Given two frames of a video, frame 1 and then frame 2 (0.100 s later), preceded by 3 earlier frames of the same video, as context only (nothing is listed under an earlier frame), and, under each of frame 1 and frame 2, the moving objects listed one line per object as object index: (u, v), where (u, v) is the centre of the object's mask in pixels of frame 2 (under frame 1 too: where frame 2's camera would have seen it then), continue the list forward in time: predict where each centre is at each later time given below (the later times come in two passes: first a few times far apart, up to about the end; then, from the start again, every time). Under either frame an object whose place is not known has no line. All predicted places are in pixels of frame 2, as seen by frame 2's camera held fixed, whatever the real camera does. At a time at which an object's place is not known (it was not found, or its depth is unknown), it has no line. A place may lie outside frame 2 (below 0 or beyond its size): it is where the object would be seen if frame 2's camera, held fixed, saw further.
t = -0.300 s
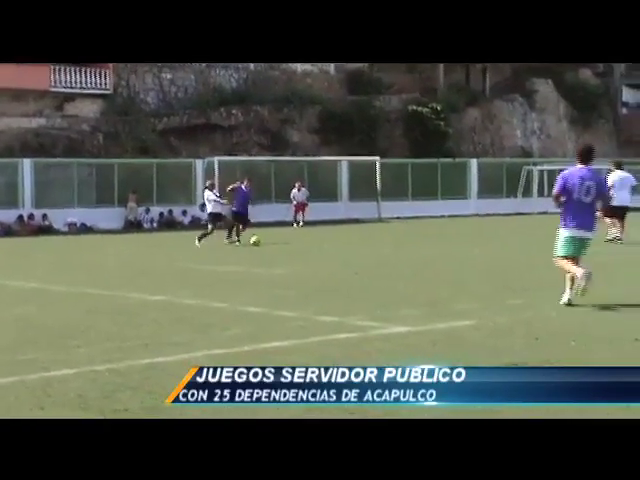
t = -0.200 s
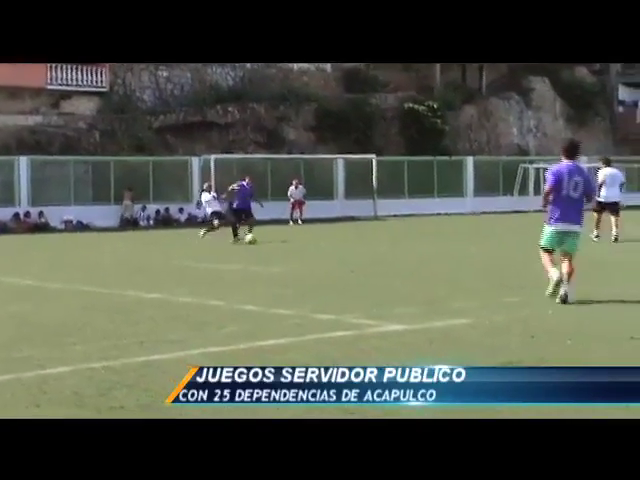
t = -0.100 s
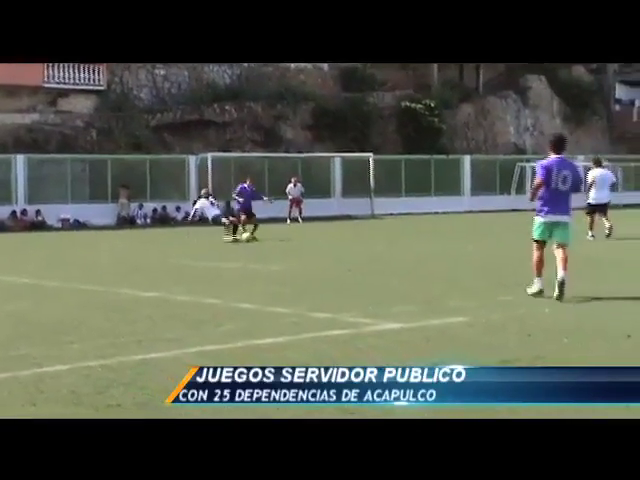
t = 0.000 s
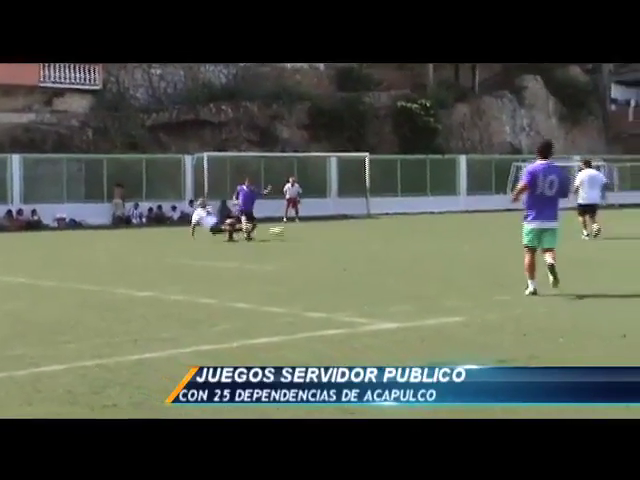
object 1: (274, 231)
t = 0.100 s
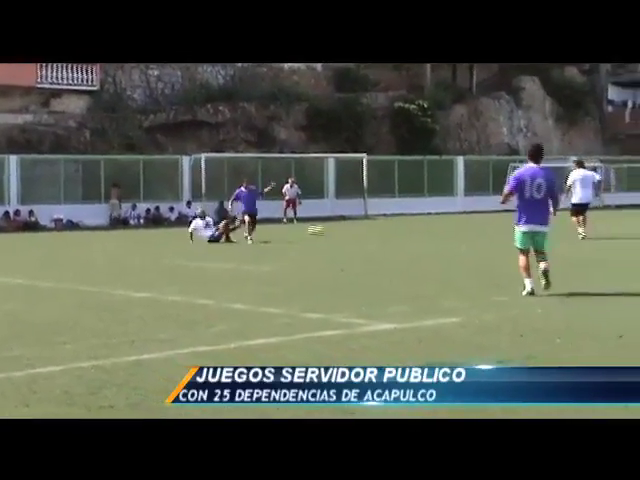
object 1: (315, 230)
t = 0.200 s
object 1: (356, 233)
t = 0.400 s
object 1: (418, 229)
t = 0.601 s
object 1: (475, 226)
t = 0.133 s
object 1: (329, 230)
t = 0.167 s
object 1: (342, 231)
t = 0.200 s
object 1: (356, 233)
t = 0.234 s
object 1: (369, 234)
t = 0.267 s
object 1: (379, 232)
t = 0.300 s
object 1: (389, 230)
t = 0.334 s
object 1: (399, 229)
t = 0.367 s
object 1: (408, 229)
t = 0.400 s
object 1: (418, 229)
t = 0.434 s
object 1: (428, 229)
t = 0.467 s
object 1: (437, 229)
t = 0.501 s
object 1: (448, 231)
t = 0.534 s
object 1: (458, 231)
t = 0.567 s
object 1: (466, 227)
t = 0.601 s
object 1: (475, 226)
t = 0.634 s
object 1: (483, 224)
